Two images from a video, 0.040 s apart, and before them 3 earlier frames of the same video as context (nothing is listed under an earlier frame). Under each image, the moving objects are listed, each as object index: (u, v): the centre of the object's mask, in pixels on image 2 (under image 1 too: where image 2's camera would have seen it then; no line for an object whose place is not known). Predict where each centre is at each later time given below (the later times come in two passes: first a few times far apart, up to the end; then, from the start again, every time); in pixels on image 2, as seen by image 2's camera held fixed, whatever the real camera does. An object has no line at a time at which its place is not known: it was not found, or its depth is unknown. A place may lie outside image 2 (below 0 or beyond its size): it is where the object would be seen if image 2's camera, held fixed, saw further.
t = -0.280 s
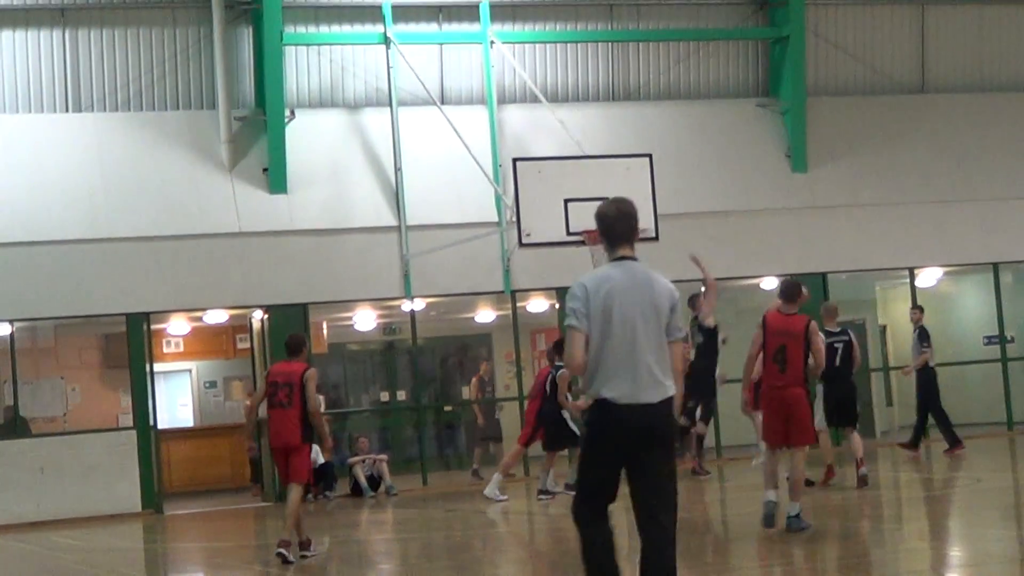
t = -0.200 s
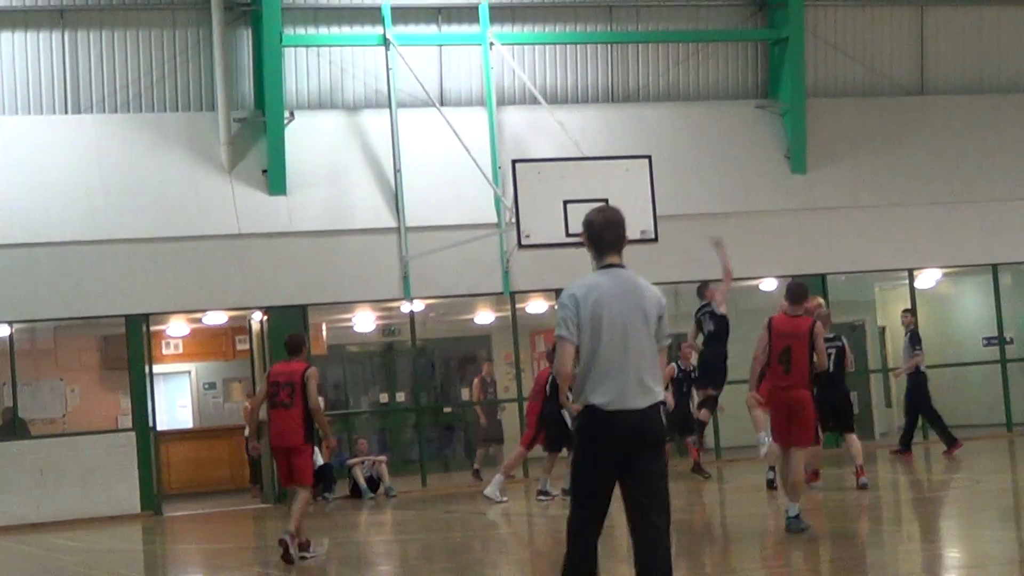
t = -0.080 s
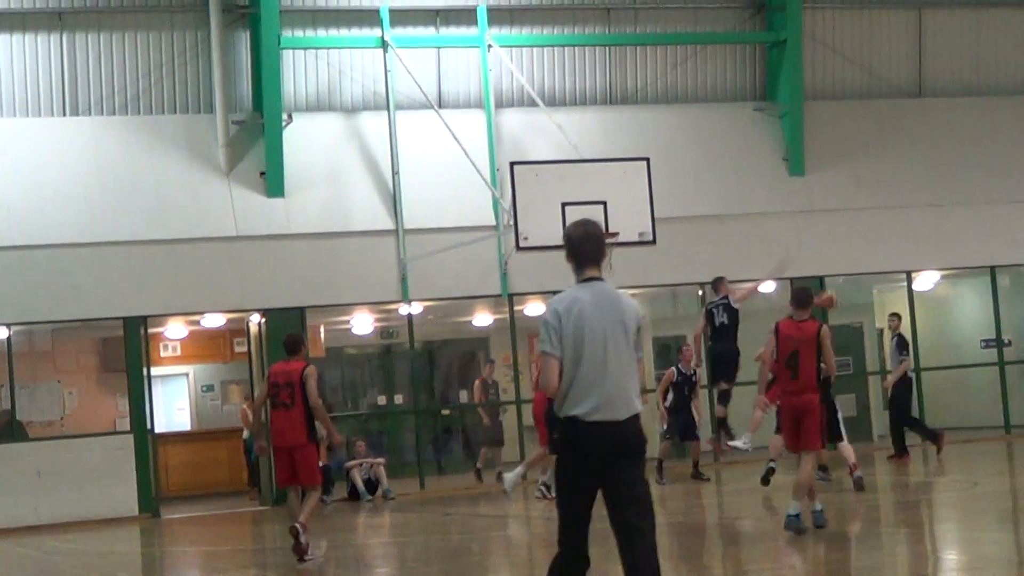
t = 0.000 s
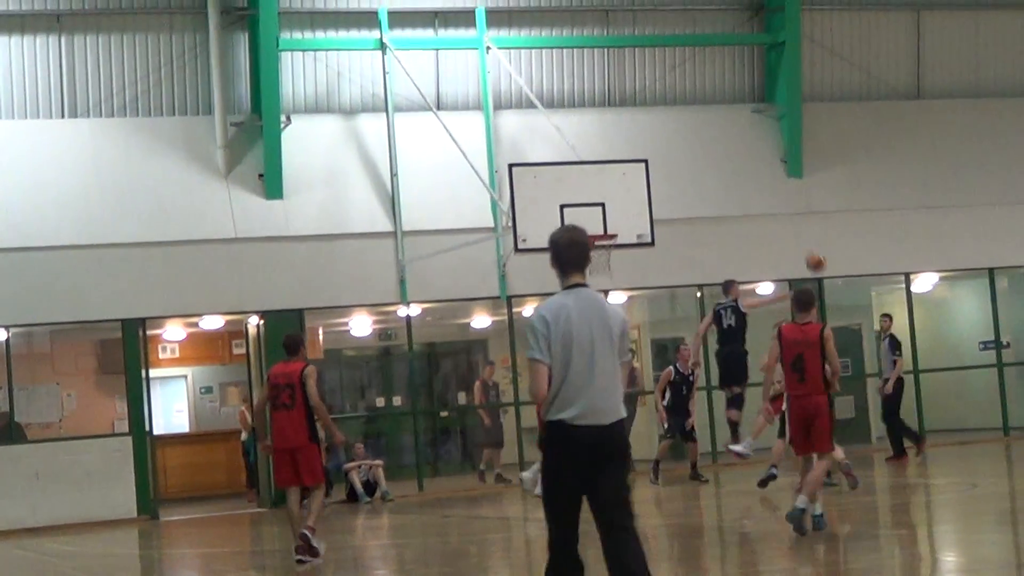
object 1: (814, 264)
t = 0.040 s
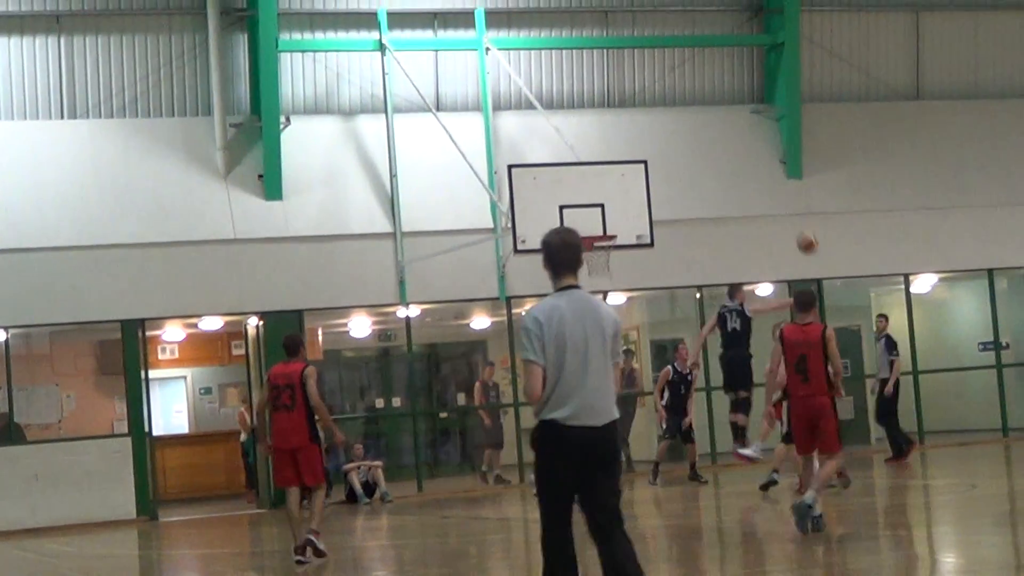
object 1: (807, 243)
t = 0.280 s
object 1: (762, 153)
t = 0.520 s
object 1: (725, 111)
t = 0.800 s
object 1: (687, 121)
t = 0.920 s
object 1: (672, 145)
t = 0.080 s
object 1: (799, 224)
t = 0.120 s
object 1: (792, 207)
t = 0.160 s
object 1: (784, 192)
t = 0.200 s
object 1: (777, 178)
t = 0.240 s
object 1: (770, 164)
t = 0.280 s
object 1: (762, 153)
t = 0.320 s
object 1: (756, 143)
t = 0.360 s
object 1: (750, 133)
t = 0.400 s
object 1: (743, 126)
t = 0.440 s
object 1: (737, 120)
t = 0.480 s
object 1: (731, 114)
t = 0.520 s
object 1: (725, 111)
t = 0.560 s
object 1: (719, 109)
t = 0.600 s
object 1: (712, 108)
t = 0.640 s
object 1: (707, 107)
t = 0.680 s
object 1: (702, 109)
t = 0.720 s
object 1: (697, 112)
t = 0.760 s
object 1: (691, 116)
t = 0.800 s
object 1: (687, 121)
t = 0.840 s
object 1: (682, 127)
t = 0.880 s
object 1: (676, 136)
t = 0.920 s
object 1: (672, 145)
